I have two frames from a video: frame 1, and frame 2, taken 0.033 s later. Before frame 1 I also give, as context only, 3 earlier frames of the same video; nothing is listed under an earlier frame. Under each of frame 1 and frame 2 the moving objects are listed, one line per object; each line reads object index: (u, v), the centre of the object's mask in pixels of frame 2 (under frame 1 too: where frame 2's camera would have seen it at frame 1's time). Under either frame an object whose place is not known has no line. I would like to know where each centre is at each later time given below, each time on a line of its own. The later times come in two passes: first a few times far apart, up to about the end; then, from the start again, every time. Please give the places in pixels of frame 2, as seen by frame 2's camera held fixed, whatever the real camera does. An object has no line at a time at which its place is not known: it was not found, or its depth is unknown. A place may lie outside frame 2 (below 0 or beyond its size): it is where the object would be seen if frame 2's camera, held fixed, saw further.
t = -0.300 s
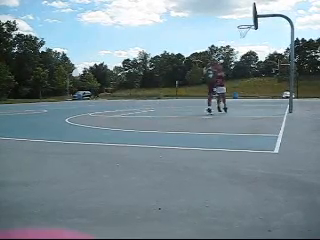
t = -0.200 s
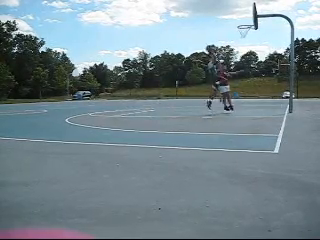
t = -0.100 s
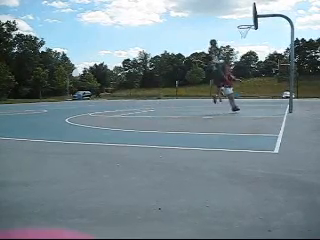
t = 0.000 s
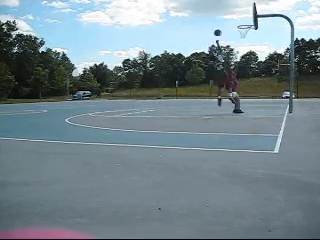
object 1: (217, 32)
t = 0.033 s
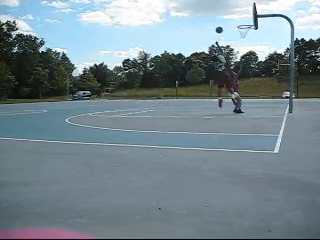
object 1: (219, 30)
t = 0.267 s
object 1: (230, 19)
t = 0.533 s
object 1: (243, 25)
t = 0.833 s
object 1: (244, 33)
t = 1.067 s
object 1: (240, 46)
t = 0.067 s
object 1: (220, 27)
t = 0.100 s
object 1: (222, 25)
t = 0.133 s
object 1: (224, 23)
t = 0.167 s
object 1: (225, 21)
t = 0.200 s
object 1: (227, 20)
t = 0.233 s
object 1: (228, 19)
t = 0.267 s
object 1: (230, 19)
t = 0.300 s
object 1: (231, 19)
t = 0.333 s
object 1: (233, 18)
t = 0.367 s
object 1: (234, 19)
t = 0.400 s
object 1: (236, 19)
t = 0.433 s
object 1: (238, 20)
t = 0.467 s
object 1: (239, 21)
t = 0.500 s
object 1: (241, 22)
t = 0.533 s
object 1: (243, 25)
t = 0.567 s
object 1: (244, 27)
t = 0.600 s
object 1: (245, 27)
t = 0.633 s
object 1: (245, 28)
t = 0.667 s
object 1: (246, 30)
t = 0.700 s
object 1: (246, 31)
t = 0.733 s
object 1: (246, 31)
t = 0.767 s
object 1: (245, 32)
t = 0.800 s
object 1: (245, 32)
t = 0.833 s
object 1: (244, 33)
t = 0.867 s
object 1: (243, 34)
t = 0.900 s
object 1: (243, 35)
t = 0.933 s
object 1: (242, 37)
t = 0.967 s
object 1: (242, 38)
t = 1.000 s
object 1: (241, 41)
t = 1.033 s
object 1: (241, 43)
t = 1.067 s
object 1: (240, 46)
